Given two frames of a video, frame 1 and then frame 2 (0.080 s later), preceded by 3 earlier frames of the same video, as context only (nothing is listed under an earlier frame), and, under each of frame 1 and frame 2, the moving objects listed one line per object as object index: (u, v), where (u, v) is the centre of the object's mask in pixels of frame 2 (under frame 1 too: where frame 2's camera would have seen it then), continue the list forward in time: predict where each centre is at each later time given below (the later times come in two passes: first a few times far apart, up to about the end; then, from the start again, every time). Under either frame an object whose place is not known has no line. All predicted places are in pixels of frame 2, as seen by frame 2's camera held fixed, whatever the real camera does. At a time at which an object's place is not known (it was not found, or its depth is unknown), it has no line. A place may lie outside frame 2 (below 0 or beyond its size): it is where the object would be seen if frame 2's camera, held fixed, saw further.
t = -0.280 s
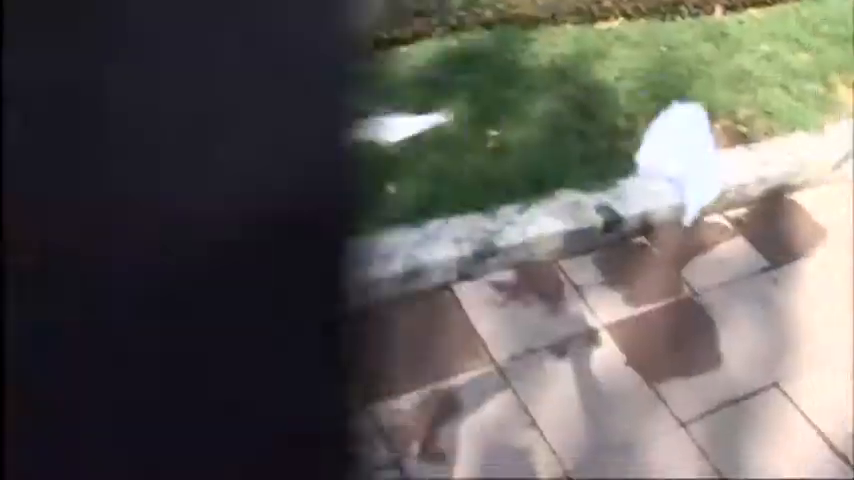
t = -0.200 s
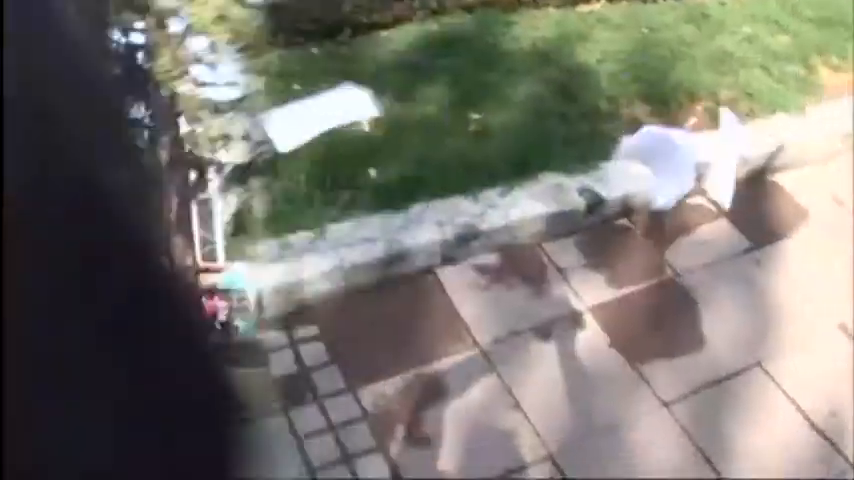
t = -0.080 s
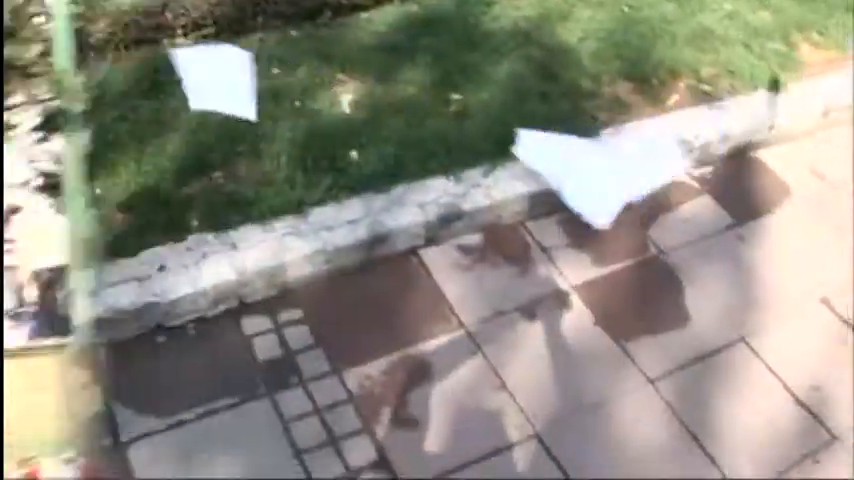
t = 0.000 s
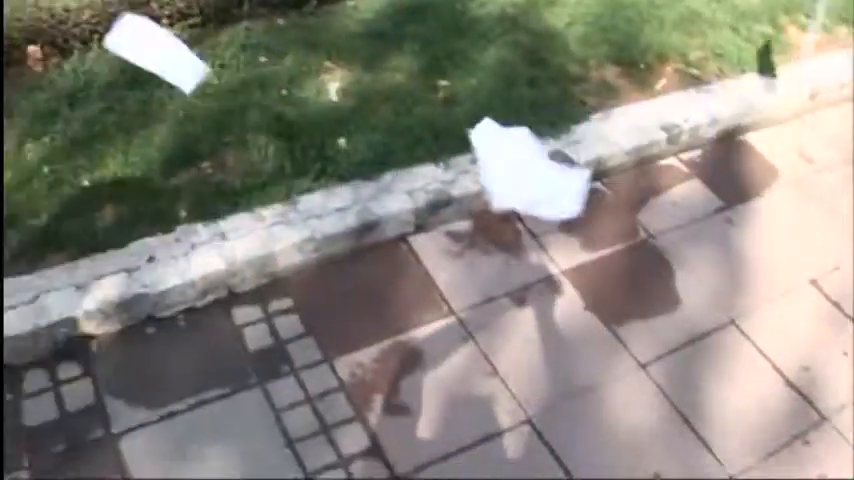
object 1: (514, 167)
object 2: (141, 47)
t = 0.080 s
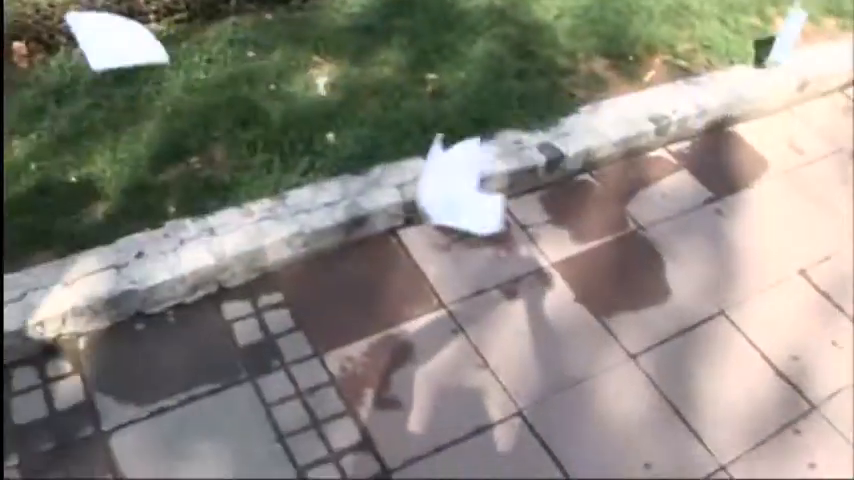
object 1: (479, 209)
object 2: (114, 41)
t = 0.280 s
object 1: (380, 262)
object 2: (110, 59)
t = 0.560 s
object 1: (369, 253)
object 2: (179, 180)
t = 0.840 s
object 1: (370, 254)
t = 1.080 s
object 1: (370, 254)
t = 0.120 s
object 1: (454, 205)
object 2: (108, 40)
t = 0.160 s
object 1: (432, 229)
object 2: (105, 40)
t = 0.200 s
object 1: (410, 249)
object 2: (104, 43)
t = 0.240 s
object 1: (387, 245)
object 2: (105, 49)
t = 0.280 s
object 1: (380, 262)
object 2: (110, 59)
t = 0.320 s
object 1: (368, 266)
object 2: (118, 73)
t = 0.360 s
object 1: (366, 263)
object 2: (129, 90)
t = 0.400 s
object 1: (366, 260)
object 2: (141, 108)
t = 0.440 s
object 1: (367, 257)
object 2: (156, 127)
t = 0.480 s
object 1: (368, 256)
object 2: (167, 144)
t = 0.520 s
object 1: (368, 253)
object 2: (174, 162)
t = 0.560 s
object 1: (369, 253)
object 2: (179, 180)
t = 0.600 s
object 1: (369, 253)
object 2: (180, 200)
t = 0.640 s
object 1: (370, 254)
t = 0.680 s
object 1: (370, 254)
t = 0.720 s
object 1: (370, 254)
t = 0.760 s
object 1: (370, 254)
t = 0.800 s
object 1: (370, 254)
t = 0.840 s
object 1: (370, 254)
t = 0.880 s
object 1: (370, 254)
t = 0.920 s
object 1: (370, 254)
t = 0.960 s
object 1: (370, 254)
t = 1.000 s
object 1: (370, 254)
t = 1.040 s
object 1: (370, 254)
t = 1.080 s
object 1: (370, 254)
